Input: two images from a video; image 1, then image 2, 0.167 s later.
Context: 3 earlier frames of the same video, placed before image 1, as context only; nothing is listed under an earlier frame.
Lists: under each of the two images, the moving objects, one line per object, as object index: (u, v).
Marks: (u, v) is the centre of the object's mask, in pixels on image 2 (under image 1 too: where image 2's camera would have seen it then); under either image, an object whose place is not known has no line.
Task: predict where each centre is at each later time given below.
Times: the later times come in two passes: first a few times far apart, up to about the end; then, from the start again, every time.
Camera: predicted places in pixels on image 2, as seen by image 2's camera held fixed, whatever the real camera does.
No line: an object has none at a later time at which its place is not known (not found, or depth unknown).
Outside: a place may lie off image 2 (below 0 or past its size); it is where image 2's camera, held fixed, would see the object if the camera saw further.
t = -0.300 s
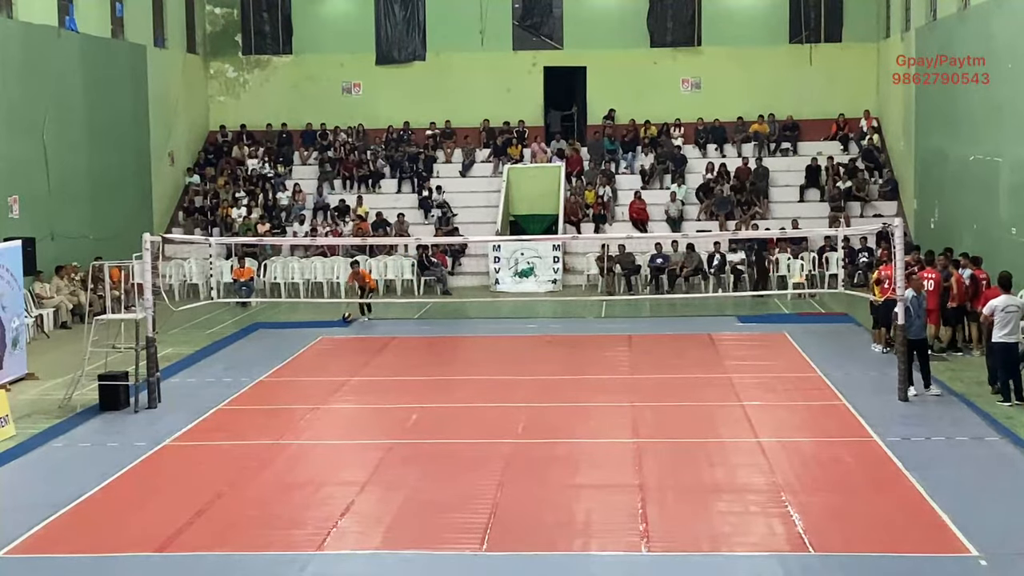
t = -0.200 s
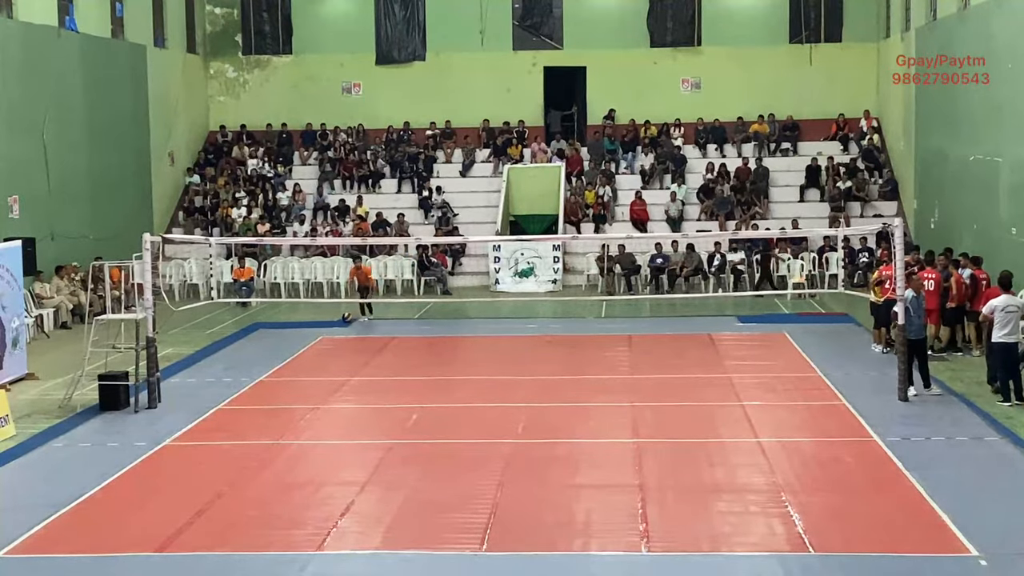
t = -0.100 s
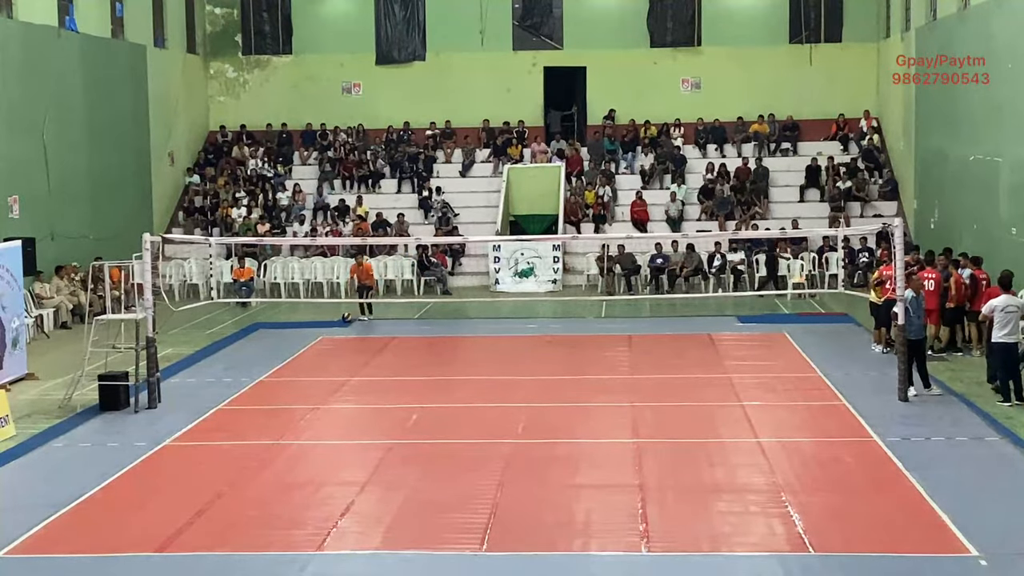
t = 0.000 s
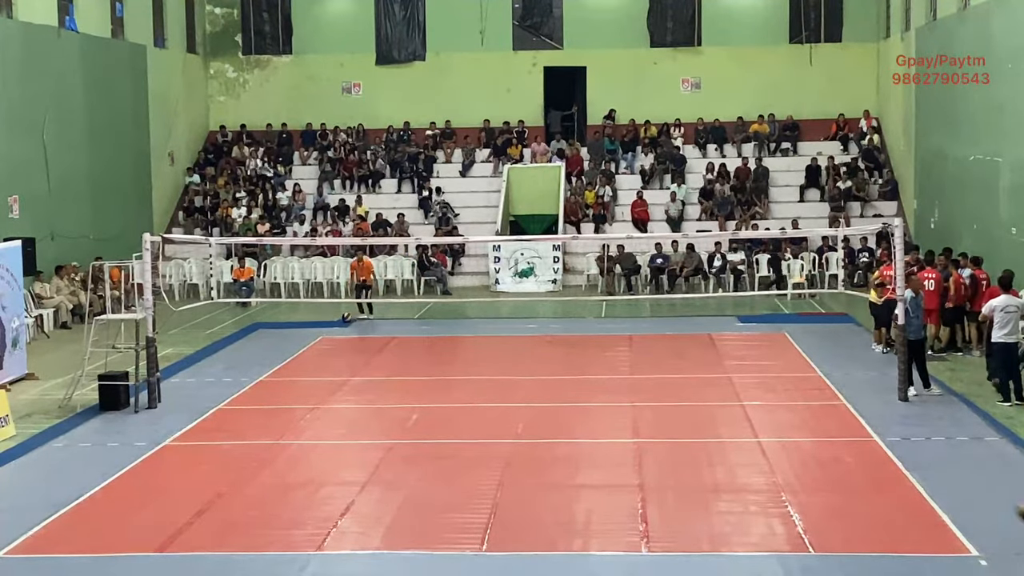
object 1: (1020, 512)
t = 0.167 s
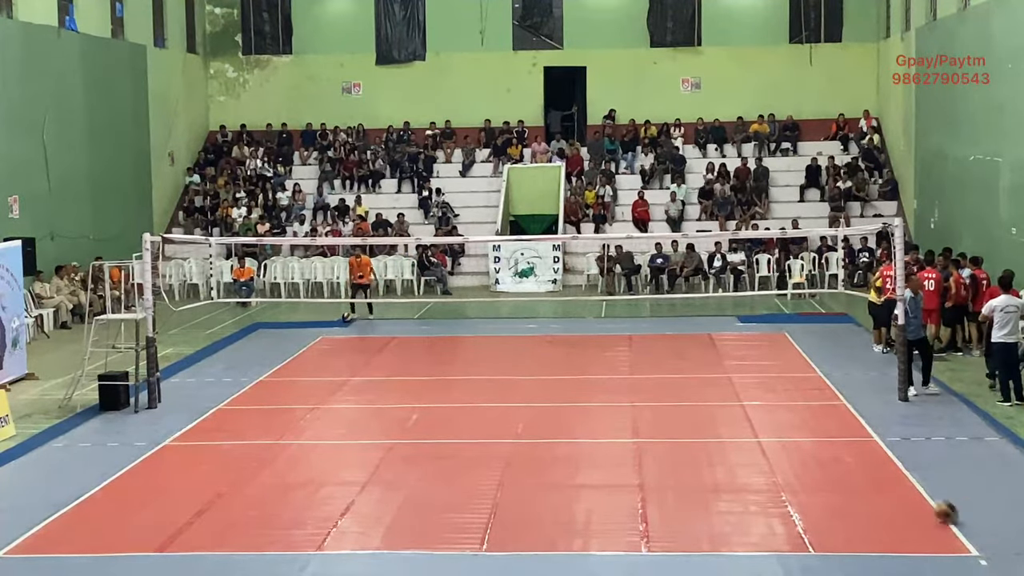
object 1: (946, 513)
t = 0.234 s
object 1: (915, 492)
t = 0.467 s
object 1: (825, 467)
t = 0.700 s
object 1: (750, 442)
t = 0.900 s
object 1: (693, 439)
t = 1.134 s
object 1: (635, 414)
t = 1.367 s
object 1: (586, 405)
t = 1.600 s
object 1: (543, 395)
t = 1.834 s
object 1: (505, 388)
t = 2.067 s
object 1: (471, 376)
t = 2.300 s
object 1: (440, 371)
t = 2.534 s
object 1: (412, 362)
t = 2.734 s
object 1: (389, 357)
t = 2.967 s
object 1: (365, 351)
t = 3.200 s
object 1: (342, 345)
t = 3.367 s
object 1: (328, 341)
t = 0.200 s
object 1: (931, 501)
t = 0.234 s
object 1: (915, 492)
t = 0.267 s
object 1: (902, 484)
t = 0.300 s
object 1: (888, 478)
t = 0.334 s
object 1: (874, 474)
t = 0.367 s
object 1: (861, 470)
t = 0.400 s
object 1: (849, 468)
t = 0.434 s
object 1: (837, 467)
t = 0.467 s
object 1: (825, 467)
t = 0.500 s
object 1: (814, 469)
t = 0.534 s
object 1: (802, 472)
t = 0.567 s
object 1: (792, 465)
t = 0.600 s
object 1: (781, 458)
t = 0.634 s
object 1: (769, 451)
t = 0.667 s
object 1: (759, 446)
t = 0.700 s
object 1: (750, 442)
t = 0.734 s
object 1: (739, 438)
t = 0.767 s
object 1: (729, 437)
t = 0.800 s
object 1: (720, 436)
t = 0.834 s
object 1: (711, 436)
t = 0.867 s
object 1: (701, 437)
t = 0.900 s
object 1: (693, 439)
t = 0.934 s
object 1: (685, 439)
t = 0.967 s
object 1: (676, 433)
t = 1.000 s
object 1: (667, 427)
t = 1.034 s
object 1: (659, 422)
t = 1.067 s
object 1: (651, 419)
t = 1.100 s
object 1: (644, 417)
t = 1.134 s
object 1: (635, 414)
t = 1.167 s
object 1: (628, 414)
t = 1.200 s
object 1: (622, 415)
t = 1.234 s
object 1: (614, 416)
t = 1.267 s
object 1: (607, 418)
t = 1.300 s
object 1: (601, 414)
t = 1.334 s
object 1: (593, 409)
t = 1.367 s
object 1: (586, 405)
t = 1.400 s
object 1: (580, 403)
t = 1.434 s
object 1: (573, 402)
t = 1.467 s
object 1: (567, 400)
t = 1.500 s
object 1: (561, 401)
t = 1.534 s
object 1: (555, 403)
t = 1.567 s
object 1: (549, 400)
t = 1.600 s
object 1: (543, 395)
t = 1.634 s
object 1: (537, 392)
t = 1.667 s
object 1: (532, 389)
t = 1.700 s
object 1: (526, 387)
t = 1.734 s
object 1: (521, 386)
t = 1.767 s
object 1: (516, 387)
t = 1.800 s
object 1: (510, 387)
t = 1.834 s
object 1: (505, 388)
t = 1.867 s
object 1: (500, 385)
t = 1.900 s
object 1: (495, 383)
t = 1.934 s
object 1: (490, 379)
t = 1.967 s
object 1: (485, 377)
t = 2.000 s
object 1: (480, 376)
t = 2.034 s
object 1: (476, 376)
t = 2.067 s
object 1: (471, 376)
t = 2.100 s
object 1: (466, 377)
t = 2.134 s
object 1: (461, 376)
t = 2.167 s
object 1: (457, 375)
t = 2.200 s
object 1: (453, 372)
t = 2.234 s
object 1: (448, 370)
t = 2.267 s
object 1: (444, 370)
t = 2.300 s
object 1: (440, 371)
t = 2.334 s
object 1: (435, 370)
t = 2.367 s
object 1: (430, 368)
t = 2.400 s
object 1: (427, 367)
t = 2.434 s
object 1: (424, 367)
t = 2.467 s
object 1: (418, 365)
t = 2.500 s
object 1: (415, 363)
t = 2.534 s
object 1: (412, 362)
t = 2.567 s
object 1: (408, 362)
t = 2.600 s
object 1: (403, 361)
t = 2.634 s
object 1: (400, 359)
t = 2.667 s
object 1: (396, 359)
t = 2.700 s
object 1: (393, 359)
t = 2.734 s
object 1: (389, 357)
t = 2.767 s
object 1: (385, 356)
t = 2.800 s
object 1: (382, 355)
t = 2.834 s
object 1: (379, 354)
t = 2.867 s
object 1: (375, 352)
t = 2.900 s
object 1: (371, 352)
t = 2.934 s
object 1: (368, 352)
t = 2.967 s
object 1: (365, 351)
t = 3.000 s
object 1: (362, 349)
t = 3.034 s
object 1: (358, 348)
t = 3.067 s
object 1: (355, 348)
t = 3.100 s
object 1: (352, 348)
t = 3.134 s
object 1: (349, 346)
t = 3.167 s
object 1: (345, 346)
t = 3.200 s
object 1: (342, 345)
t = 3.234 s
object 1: (340, 344)
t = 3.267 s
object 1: (337, 344)
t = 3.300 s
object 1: (333, 343)
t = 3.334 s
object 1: (331, 342)
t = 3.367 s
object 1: (328, 341)
